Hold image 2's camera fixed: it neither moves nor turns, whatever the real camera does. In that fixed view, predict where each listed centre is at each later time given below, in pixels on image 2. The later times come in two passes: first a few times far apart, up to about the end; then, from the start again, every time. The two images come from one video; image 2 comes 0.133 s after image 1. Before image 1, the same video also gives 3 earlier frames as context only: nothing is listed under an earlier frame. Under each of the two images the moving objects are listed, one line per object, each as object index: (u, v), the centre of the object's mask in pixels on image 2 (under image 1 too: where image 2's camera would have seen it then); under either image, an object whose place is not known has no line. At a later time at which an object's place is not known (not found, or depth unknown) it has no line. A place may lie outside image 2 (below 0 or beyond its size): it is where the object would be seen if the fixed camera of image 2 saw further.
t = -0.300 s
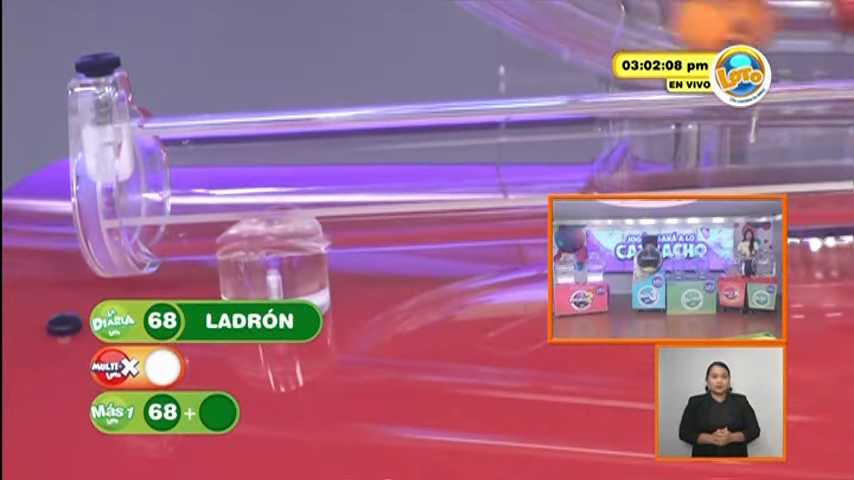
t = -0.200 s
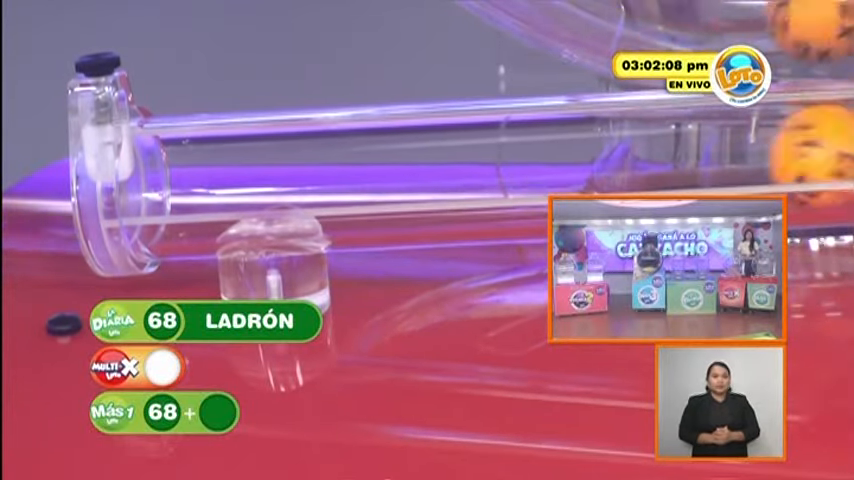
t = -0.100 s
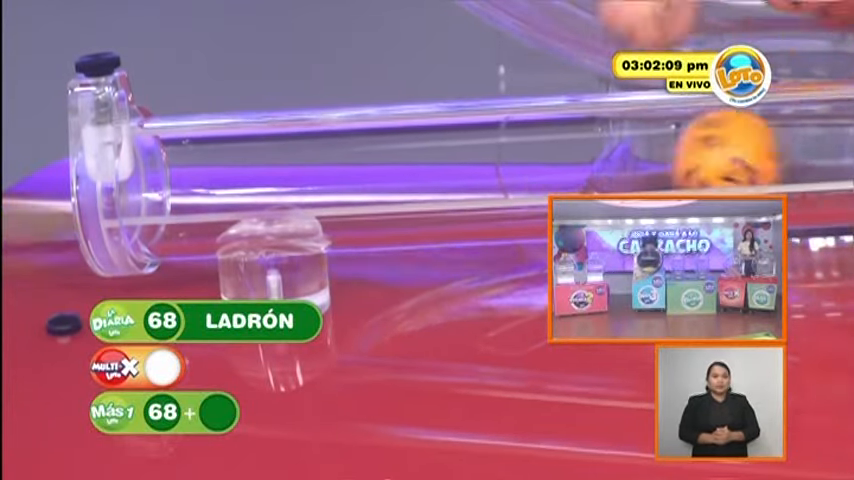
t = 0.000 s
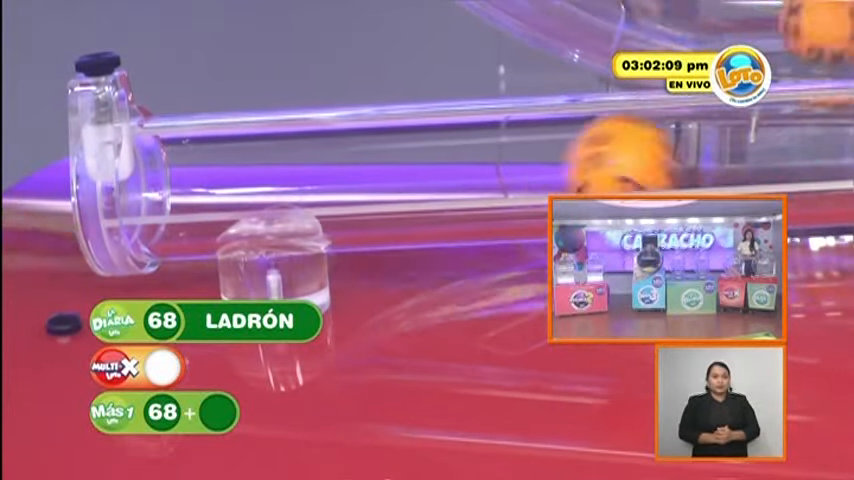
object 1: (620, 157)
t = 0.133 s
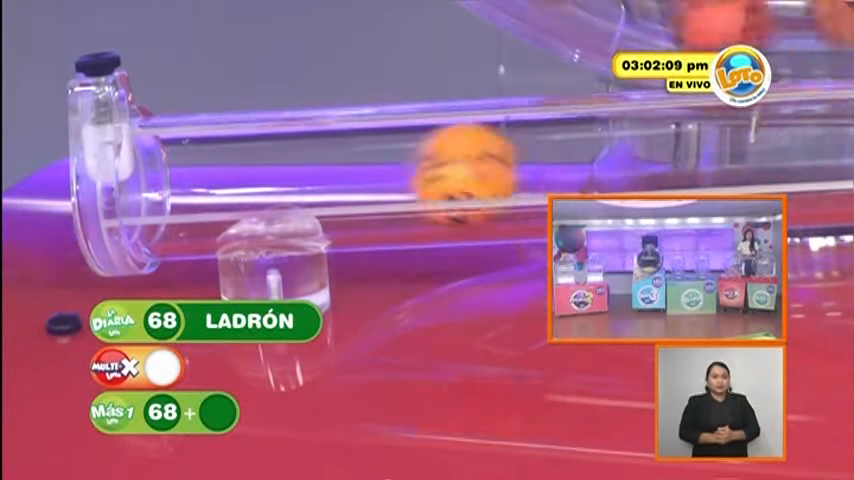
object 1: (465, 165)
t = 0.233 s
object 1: (338, 171)
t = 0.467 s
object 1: (190, 178)
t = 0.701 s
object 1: (181, 188)
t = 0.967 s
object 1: (181, 180)
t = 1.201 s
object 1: (181, 188)
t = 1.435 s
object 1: (181, 189)
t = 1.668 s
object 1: (181, 180)
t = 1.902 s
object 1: (181, 189)
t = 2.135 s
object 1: (181, 180)
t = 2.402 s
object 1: (181, 189)
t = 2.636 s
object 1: (181, 189)
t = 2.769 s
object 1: (181, 189)
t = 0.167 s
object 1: (423, 167)
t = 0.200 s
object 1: (381, 169)
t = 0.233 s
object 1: (338, 171)
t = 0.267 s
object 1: (293, 174)
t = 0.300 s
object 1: (249, 177)
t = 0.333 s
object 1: (202, 180)
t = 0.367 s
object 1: (184, 178)
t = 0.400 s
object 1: (190, 178)
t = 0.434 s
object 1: (192, 179)
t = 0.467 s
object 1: (190, 178)
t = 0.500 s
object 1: (183, 180)
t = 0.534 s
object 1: (182, 180)
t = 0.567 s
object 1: (181, 180)
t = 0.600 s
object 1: (181, 181)
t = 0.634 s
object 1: (181, 180)
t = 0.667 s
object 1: (181, 181)
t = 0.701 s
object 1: (181, 188)
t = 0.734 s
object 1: (181, 188)
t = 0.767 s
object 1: (181, 189)
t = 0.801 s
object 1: (181, 189)
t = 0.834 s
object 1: (181, 180)
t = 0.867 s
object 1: (181, 180)
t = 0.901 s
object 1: (181, 189)
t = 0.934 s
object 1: (181, 189)
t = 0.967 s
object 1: (181, 180)
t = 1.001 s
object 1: (181, 189)
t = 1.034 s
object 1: (181, 189)
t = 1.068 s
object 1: (181, 189)
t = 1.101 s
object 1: (181, 189)
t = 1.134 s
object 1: (181, 181)
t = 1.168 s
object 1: (181, 189)
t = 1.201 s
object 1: (181, 188)
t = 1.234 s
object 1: (181, 189)
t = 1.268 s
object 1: (181, 188)
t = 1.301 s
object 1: (181, 188)
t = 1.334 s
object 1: (181, 188)
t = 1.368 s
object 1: (181, 188)
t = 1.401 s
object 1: (181, 189)
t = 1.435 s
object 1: (181, 189)
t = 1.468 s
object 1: (181, 180)
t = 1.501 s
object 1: (181, 189)
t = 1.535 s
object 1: (181, 188)
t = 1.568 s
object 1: (181, 189)
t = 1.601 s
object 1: (181, 180)
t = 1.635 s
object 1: (181, 180)
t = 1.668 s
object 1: (181, 180)
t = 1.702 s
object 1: (181, 180)
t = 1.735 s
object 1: (181, 180)
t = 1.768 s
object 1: (181, 180)
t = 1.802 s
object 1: (181, 180)
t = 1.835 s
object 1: (181, 180)
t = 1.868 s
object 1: (181, 180)
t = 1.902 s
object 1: (181, 189)
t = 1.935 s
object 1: (181, 189)
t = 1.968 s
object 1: (181, 189)
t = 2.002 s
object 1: (181, 189)
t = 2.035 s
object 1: (181, 189)
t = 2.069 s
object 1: (181, 189)
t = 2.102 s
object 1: (181, 189)
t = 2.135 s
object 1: (181, 180)
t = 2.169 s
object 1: (181, 189)
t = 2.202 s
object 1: (181, 180)
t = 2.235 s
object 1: (181, 189)
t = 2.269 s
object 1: (181, 188)
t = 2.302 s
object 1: (181, 189)
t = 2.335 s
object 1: (181, 188)
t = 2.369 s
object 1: (181, 188)
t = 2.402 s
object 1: (181, 189)
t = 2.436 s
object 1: (181, 189)
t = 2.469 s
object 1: (181, 189)
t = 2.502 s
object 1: (181, 189)
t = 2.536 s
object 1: (181, 189)
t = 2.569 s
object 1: (181, 189)
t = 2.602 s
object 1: (181, 189)
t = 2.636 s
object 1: (181, 189)
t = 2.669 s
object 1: (181, 189)
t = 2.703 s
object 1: (181, 189)
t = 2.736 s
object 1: (181, 189)
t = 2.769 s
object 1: (181, 189)
